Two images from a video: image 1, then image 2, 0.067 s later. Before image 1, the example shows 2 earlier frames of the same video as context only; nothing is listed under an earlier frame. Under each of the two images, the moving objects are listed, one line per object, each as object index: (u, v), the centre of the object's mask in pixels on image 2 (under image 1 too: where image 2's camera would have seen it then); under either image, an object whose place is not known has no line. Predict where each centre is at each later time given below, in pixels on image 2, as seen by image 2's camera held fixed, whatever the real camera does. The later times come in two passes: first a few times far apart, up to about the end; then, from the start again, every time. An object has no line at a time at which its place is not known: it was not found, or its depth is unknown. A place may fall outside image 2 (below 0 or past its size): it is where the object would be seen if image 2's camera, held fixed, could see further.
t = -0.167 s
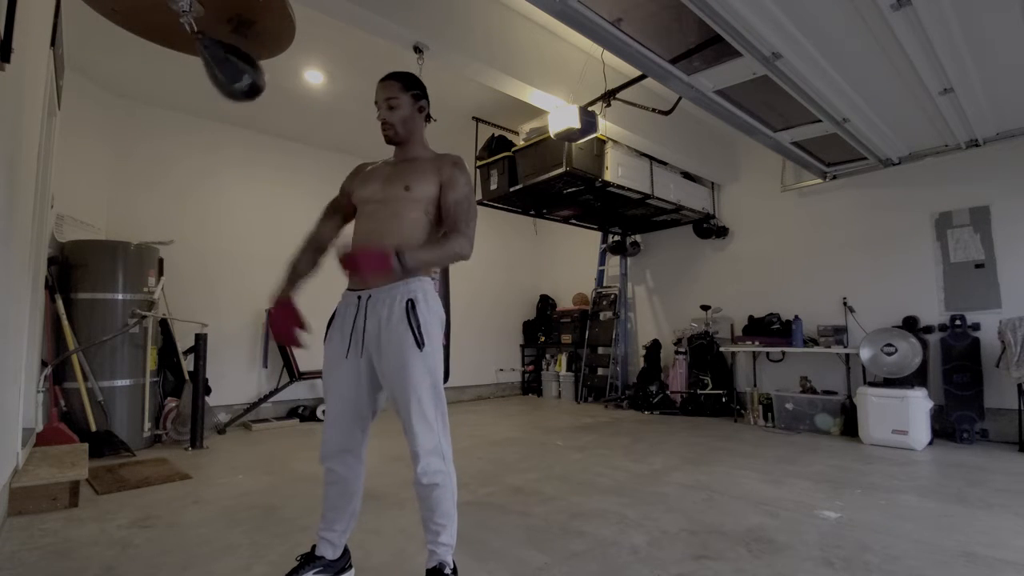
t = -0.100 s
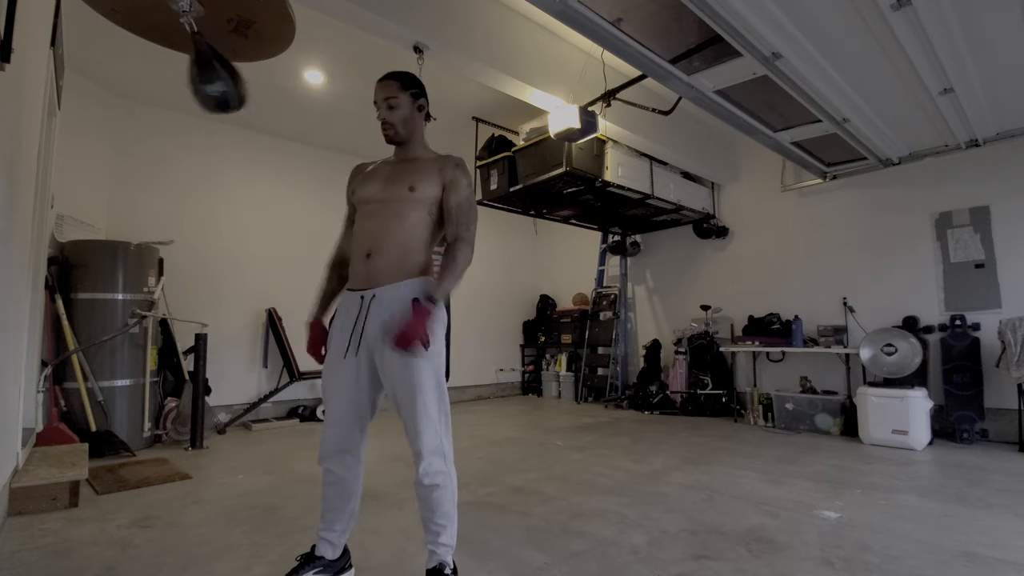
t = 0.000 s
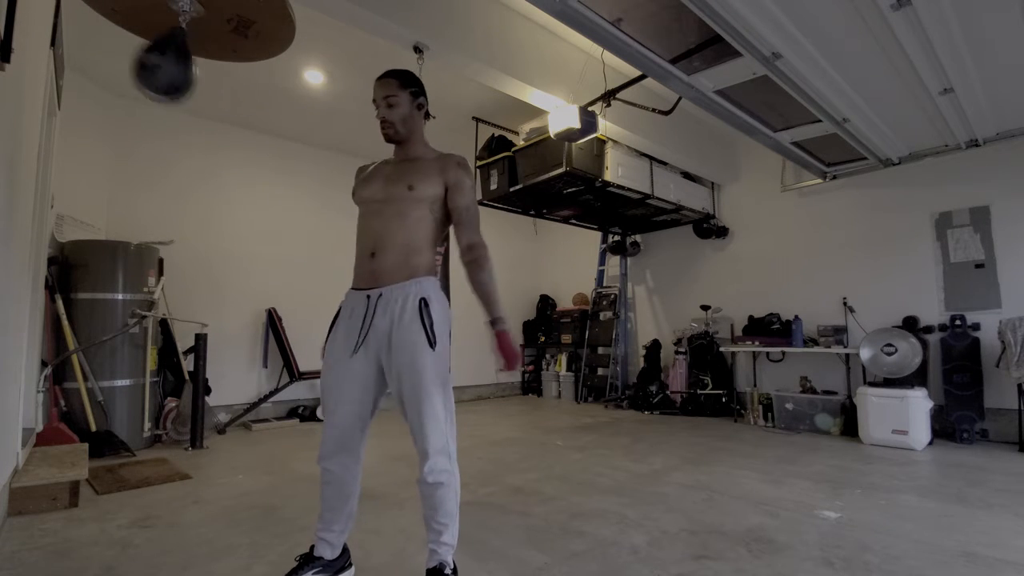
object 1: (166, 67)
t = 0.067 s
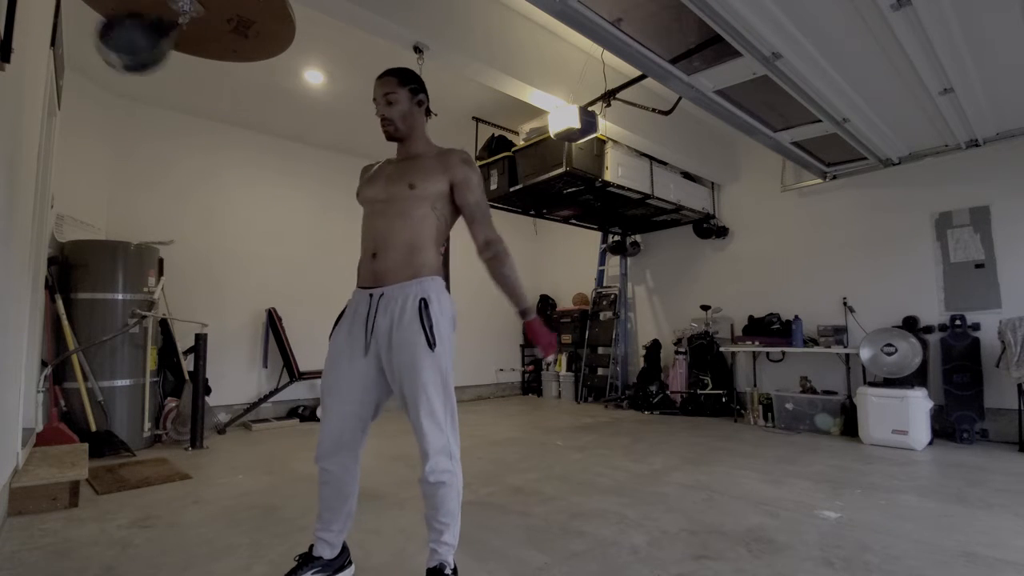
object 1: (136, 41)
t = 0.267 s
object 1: (127, 13)
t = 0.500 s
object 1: (180, 73)
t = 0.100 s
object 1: (125, 27)
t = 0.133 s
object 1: (123, 20)
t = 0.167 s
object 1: (122, 15)
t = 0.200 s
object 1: (124, 13)
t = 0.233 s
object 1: (126, 13)
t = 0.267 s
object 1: (127, 13)
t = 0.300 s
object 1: (127, 15)
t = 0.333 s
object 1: (127, 18)
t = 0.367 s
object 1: (129, 24)
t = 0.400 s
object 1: (134, 34)
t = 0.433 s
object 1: (146, 49)
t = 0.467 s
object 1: (163, 62)
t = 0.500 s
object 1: (180, 73)
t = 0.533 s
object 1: (196, 78)
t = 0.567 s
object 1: (209, 80)
